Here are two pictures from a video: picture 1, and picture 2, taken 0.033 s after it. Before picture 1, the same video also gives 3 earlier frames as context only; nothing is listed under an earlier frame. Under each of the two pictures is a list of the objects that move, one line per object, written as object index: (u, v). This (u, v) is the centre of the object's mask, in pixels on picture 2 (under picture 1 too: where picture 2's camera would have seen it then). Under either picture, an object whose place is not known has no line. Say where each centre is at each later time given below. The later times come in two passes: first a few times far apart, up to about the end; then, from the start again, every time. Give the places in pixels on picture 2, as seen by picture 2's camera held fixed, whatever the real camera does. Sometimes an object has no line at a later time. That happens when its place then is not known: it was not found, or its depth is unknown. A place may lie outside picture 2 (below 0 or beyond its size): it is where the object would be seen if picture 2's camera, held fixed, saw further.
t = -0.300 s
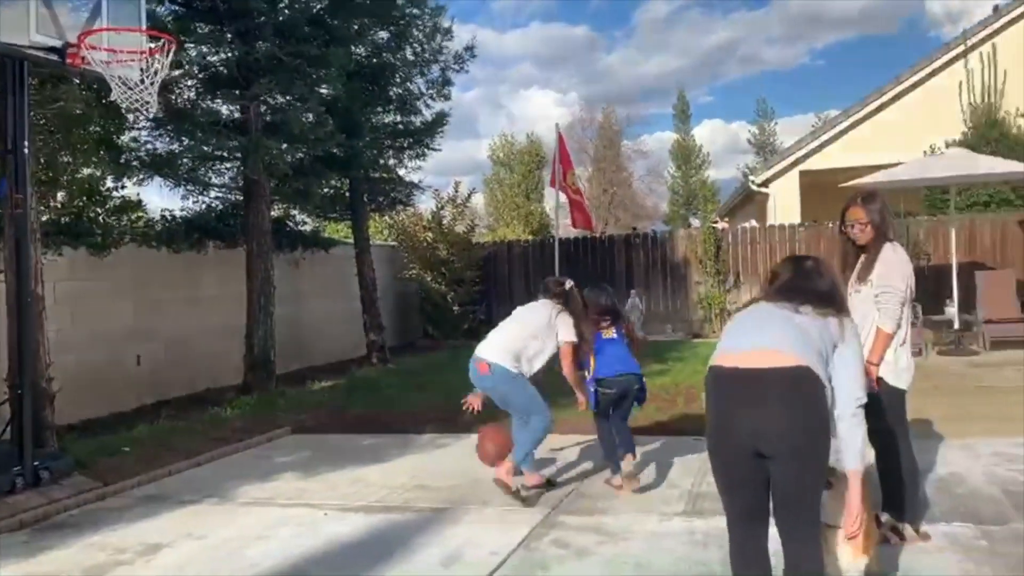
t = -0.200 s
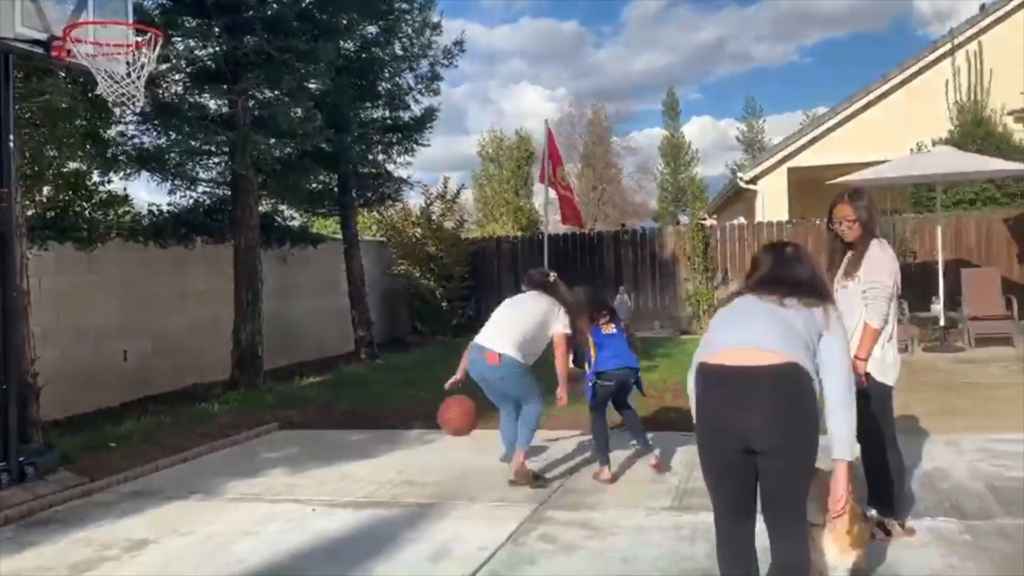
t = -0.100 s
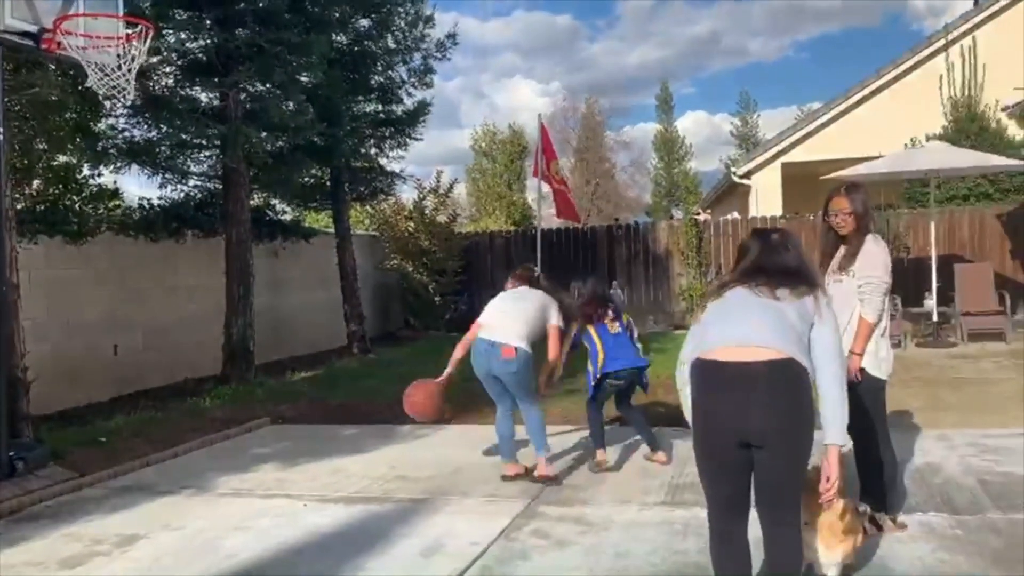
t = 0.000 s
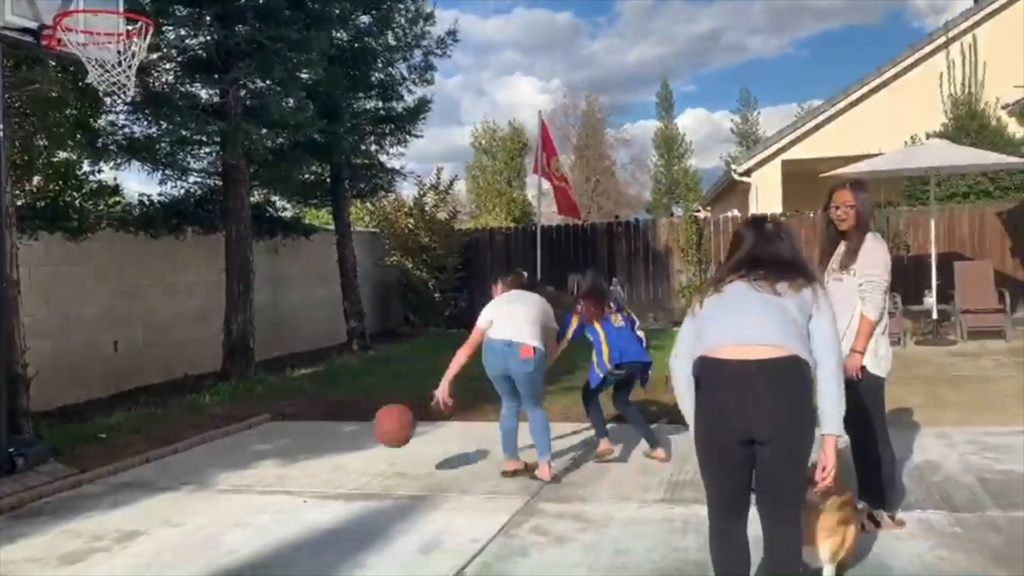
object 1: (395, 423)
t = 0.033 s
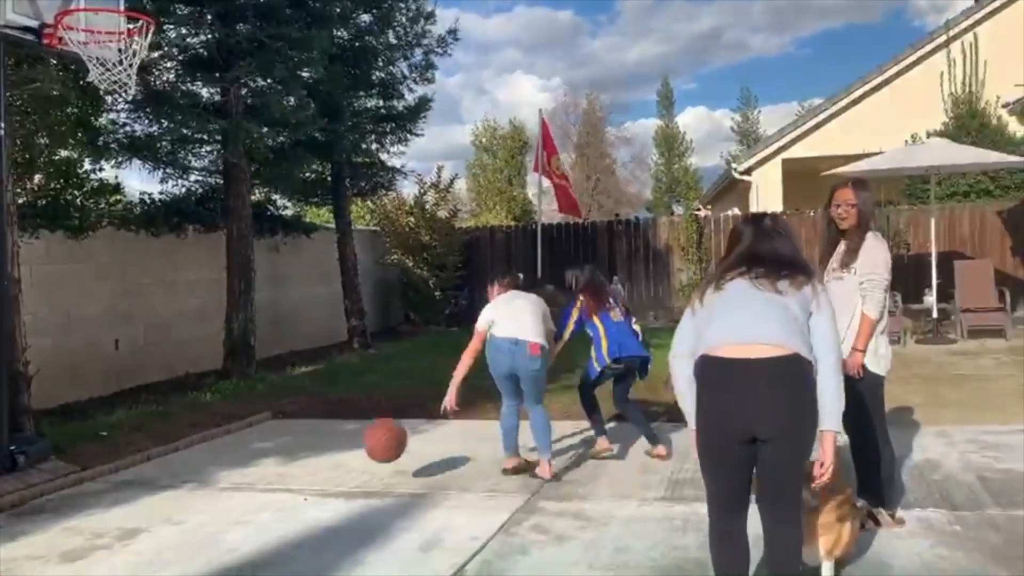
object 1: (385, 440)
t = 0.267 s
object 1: (329, 436)
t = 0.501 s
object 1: (273, 473)
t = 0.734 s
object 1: (204, 498)
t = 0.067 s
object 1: (375, 459)
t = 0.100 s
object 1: (366, 475)
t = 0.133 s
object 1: (358, 463)
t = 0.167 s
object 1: (351, 453)
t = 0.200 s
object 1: (343, 447)
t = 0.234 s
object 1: (336, 440)
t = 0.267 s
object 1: (329, 436)
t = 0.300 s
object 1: (321, 434)
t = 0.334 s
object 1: (312, 435)
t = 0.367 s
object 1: (305, 437)
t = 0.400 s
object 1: (297, 442)
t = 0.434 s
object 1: (289, 450)
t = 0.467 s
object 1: (281, 460)
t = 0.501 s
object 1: (273, 473)
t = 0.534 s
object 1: (264, 489)
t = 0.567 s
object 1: (256, 507)
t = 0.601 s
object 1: (247, 521)
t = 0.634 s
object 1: (236, 511)
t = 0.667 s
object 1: (226, 504)
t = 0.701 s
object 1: (215, 500)
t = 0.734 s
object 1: (204, 498)
